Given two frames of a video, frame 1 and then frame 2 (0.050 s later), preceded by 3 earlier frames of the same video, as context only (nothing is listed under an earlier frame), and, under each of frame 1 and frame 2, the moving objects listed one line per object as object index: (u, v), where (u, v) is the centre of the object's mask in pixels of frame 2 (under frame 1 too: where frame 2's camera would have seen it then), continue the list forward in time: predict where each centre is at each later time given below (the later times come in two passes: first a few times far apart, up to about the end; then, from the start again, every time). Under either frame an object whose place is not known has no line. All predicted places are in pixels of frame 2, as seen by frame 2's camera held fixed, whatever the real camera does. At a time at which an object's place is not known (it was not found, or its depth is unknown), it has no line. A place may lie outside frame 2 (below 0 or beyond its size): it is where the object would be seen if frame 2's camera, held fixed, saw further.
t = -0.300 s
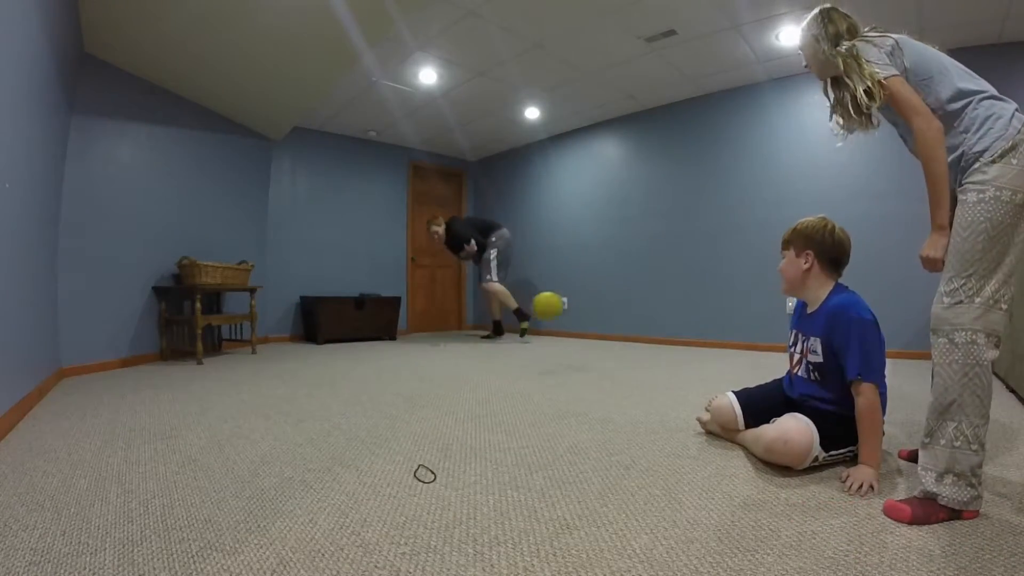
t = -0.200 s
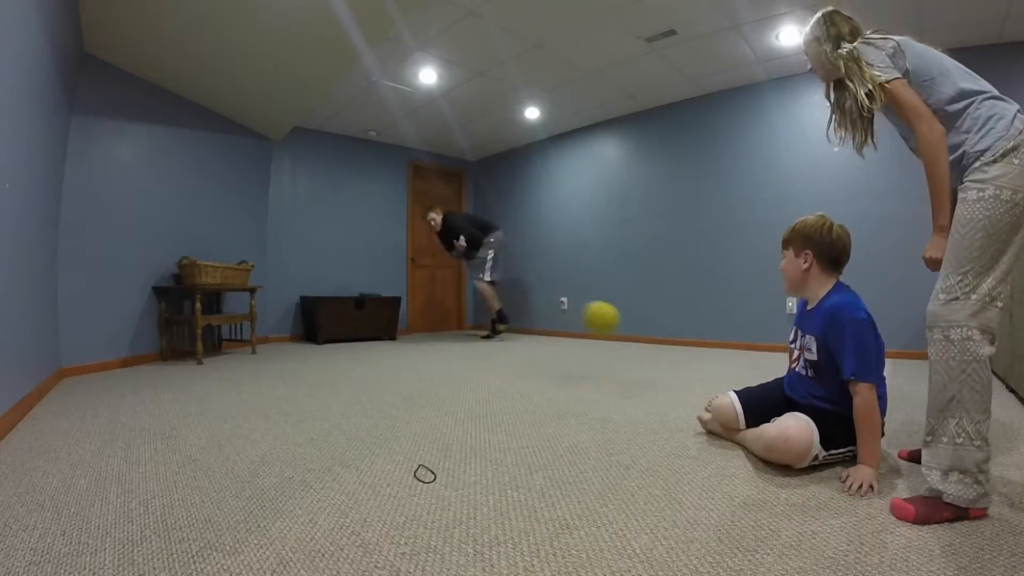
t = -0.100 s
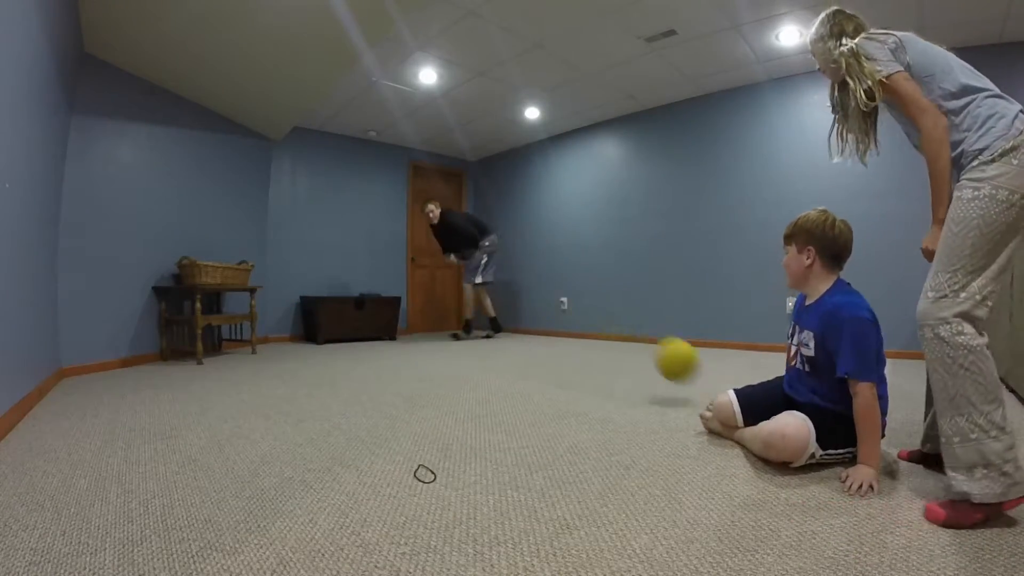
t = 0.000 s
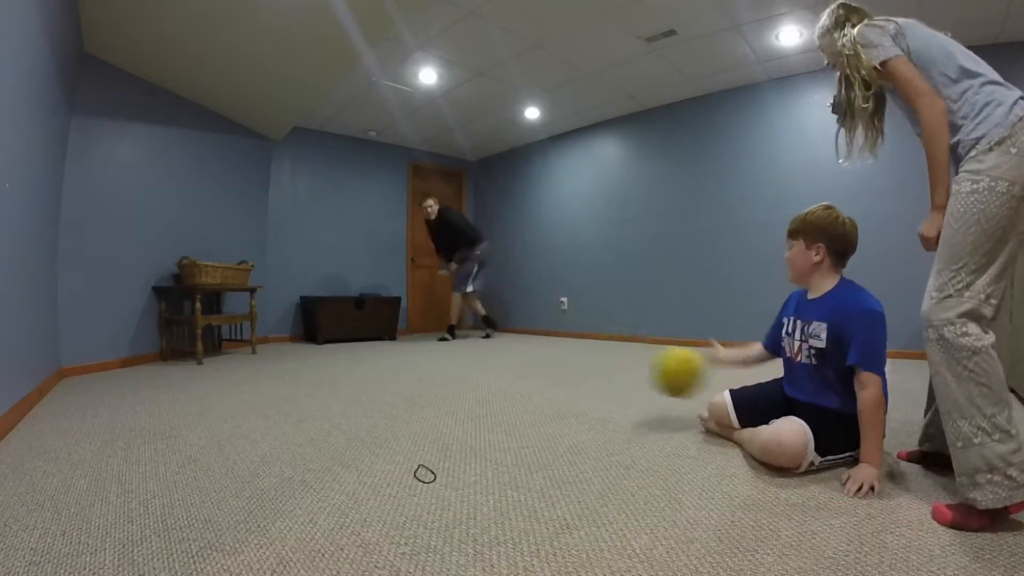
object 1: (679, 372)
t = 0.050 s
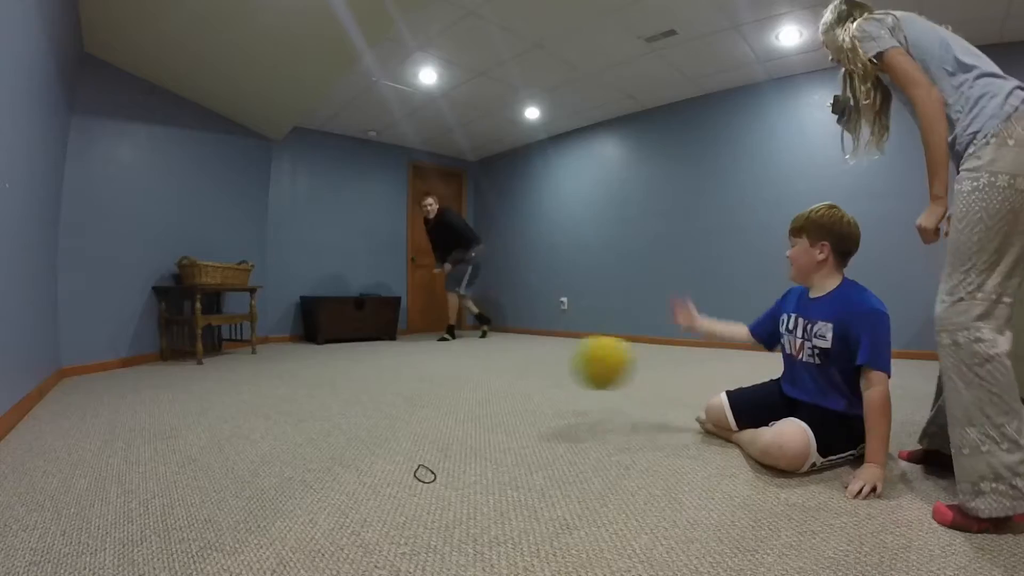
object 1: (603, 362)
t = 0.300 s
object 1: (181, 398)
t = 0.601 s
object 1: (83, 338)
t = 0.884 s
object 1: (208, 367)
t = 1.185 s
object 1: (249, 353)
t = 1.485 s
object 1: (282, 350)
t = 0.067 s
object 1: (576, 360)
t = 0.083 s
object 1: (548, 358)
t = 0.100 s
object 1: (518, 357)
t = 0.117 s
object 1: (489, 356)
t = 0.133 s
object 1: (459, 357)
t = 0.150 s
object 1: (428, 358)
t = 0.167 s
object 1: (398, 360)
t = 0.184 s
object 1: (368, 362)
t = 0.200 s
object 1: (338, 365)
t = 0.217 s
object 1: (309, 370)
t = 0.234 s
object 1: (280, 374)
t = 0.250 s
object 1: (253, 379)
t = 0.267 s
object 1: (229, 385)
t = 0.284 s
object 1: (204, 391)
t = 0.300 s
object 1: (181, 398)
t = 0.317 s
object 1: (158, 407)
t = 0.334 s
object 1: (136, 412)
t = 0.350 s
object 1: (119, 410)
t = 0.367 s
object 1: (104, 403)
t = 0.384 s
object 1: (89, 396)
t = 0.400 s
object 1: (76, 391)
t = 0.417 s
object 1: (64, 386)
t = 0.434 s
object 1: (51, 382)
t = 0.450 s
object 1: (39, 378)
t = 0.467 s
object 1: (27, 376)
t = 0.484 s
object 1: (21, 372)
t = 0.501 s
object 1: (26, 364)
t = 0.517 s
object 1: (36, 358)
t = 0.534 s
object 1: (46, 352)
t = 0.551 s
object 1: (55, 348)
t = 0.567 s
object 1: (64, 344)
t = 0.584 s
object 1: (74, 340)
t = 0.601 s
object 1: (83, 338)
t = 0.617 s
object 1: (93, 336)
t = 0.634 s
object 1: (102, 335)
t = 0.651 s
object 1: (111, 335)
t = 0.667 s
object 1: (120, 334)
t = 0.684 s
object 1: (128, 336)
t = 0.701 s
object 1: (136, 337)
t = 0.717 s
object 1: (144, 338)
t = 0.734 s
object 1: (152, 340)
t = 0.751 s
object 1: (160, 342)
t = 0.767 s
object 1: (167, 346)
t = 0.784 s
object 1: (174, 350)
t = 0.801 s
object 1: (181, 354)
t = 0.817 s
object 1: (187, 358)
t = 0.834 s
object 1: (194, 363)
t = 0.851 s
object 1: (201, 370)
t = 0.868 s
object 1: (205, 371)
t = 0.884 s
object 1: (208, 367)
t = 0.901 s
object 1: (210, 361)
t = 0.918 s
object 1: (213, 357)
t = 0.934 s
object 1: (215, 352)
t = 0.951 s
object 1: (217, 350)
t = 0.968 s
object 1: (220, 346)
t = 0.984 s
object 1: (222, 344)
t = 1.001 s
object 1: (224, 343)
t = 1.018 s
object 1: (227, 342)
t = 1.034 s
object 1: (229, 341)
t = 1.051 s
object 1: (231, 341)
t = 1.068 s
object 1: (233, 340)
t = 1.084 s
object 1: (235, 341)
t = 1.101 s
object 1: (238, 342)
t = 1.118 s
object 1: (240, 344)
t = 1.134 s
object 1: (242, 345)
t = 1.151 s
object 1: (244, 347)
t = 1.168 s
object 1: (246, 350)
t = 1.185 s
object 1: (249, 353)
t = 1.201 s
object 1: (251, 357)
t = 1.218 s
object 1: (253, 358)
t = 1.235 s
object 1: (255, 356)
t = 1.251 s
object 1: (257, 353)
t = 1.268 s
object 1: (259, 350)
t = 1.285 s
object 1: (261, 348)
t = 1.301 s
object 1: (262, 346)
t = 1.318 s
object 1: (265, 344)
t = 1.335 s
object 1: (266, 344)
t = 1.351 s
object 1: (267, 343)
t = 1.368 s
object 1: (271, 343)
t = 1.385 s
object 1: (272, 343)
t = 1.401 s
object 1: (274, 344)
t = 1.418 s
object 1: (276, 345)
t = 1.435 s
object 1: (277, 346)
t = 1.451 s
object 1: (279, 348)
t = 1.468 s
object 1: (281, 350)
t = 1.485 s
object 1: (282, 350)
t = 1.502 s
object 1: (284, 349)
